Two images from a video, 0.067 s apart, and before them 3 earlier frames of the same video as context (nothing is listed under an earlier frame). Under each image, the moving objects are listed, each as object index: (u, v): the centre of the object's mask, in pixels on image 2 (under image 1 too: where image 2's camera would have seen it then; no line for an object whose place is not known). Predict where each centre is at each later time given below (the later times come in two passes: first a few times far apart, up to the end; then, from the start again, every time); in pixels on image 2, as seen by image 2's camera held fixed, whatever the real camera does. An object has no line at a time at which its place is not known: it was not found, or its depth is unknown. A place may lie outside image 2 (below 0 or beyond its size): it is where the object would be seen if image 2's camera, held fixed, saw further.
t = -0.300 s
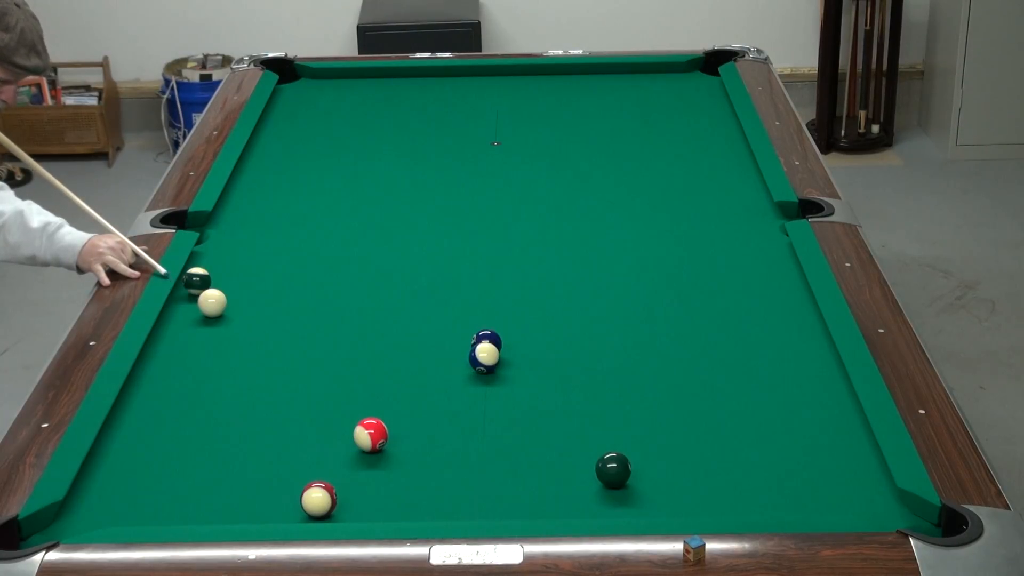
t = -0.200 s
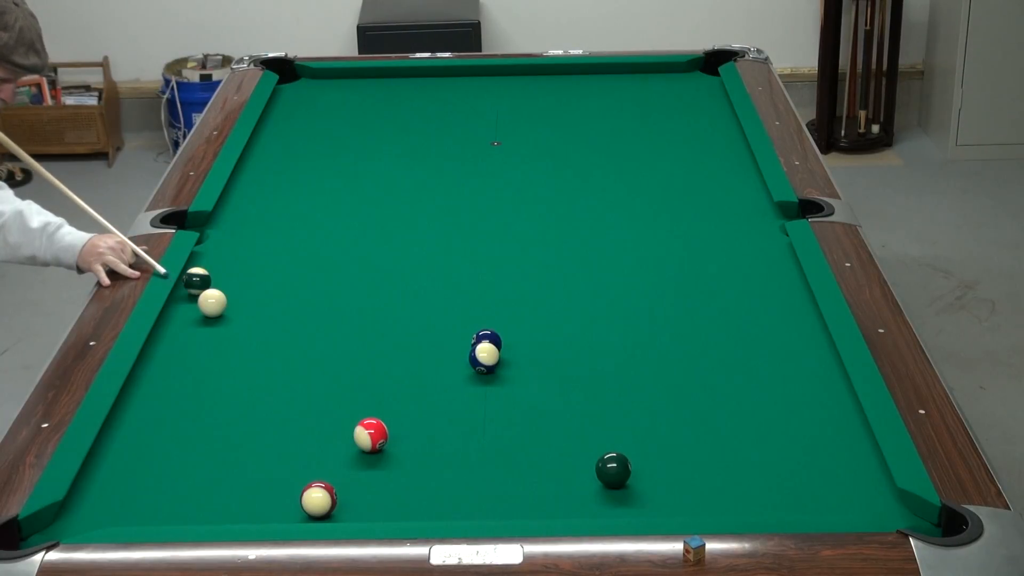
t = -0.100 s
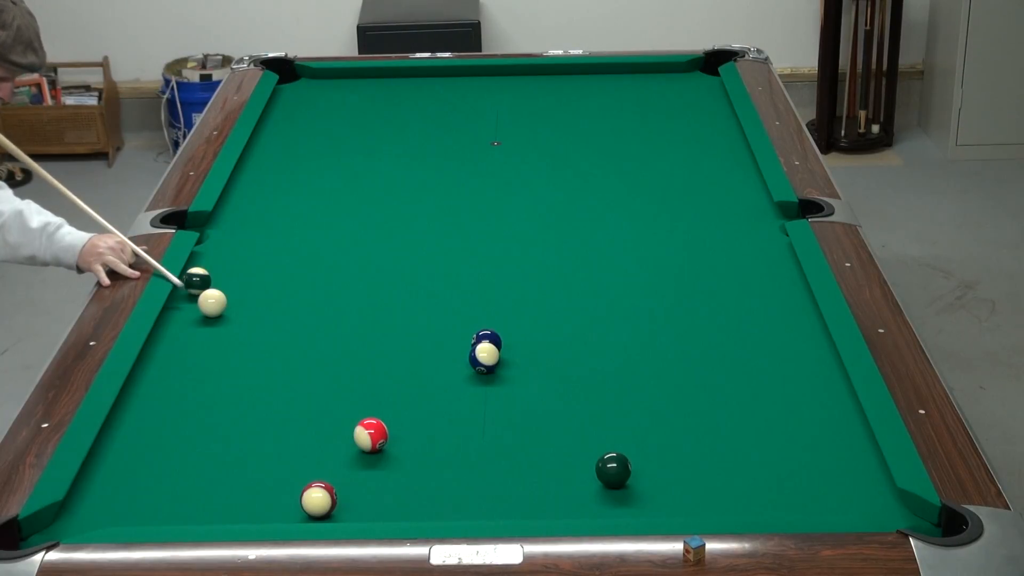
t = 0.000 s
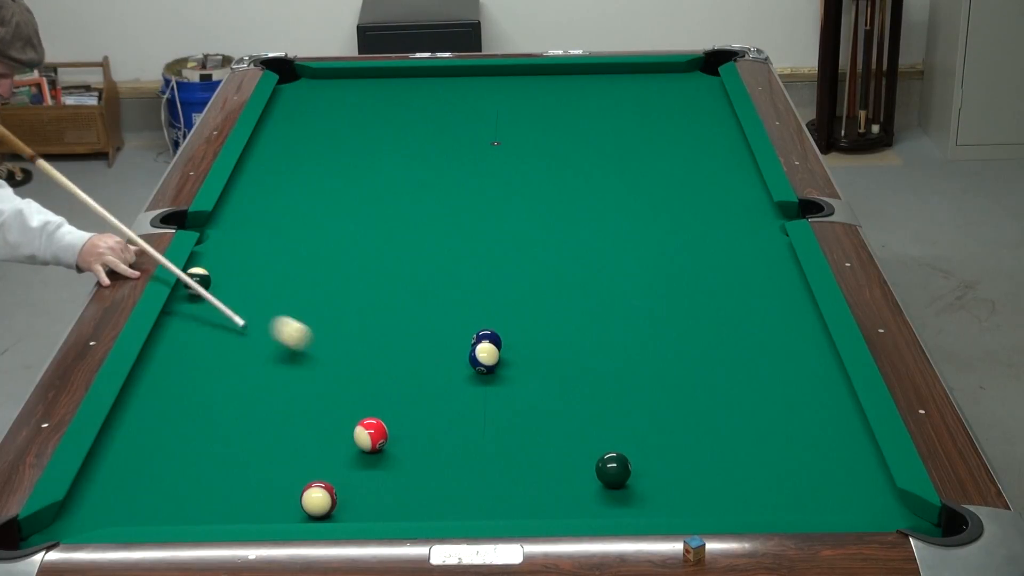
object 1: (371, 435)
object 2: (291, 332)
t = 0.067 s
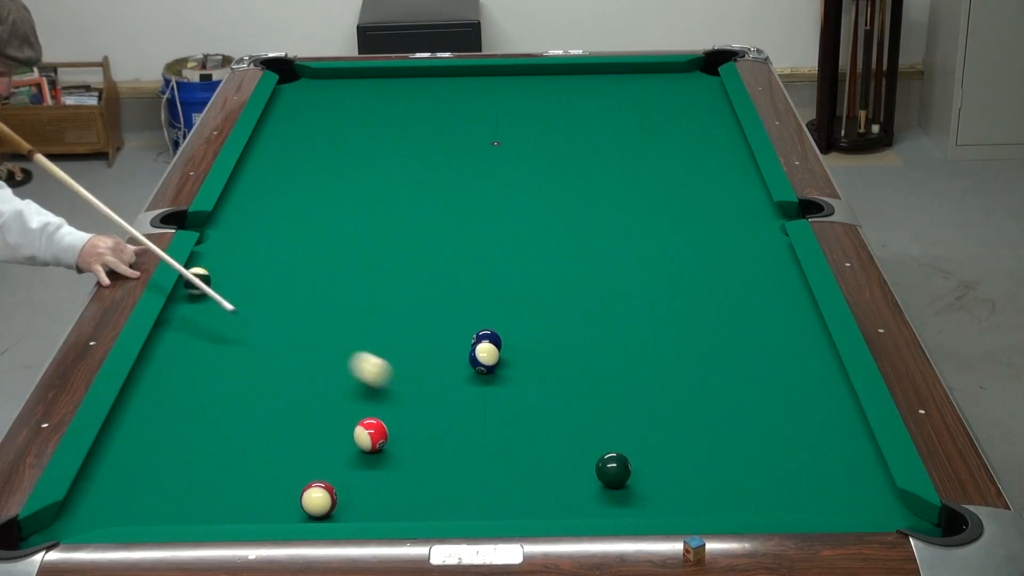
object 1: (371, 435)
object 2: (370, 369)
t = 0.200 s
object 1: (371, 435)
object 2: (544, 448)
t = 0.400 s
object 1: (371, 435)
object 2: (542, 509)
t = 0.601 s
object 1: (371, 435)
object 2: (477, 486)
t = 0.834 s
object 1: (371, 435)
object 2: (408, 457)
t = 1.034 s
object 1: (350, 423)
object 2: (376, 448)
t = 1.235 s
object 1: (326, 408)
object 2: (356, 445)
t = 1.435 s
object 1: (302, 394)
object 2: (339, 443)
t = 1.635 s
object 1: (281, 381)
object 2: (323, 441)
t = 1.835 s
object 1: (262, 370)
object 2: (309, 440)
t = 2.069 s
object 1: (241, 357)
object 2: (295, 438)
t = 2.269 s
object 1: (225, 347)
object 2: (285, 437)
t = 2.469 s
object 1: (210, 338)
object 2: (277, 436)
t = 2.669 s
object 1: (197, 330)
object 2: (270, 436)
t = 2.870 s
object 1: (184, 322)
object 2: (266, 435)
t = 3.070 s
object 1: (175, 315)
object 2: (263, 435)
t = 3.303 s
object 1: (185, 310)
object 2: (264, 435)
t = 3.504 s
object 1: (193, 305)
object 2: (264, 435)
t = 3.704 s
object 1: (199, 301)
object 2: (264, 435)
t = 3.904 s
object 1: (204, 298)
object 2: (264, 435)
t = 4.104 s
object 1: (206, 296)
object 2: (265, 435)
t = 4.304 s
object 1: (208, 294)
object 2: (264, 435)
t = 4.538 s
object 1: (208, 293)
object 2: (265, 435)
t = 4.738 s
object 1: (208, 293)
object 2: (264, 435)
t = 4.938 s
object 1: (208, 293)
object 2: (264, 435)
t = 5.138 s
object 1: (209, 293)
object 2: (264, 435)
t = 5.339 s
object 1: (209, 293)
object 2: (264, 435)
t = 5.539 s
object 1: (209, 293)
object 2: (264, 435)
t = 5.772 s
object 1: (209, 294)
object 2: (264, 435)
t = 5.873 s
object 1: (209, 294)
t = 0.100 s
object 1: (371, 435)
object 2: (412, 388)
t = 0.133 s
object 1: (371, 435)
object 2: (455, 408)
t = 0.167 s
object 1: (371, 435)
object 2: (499, 428)
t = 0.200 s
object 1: (371, 435)
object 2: (544, 448)
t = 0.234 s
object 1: (371, 435)
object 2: (577, 466)
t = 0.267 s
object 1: (371, 435)
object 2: (571, 479)
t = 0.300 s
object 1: (371, 435)
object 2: (565, 491)
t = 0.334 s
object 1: (371, 435)
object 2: (558, 501)
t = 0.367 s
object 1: (371, 435)
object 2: (551, 508)
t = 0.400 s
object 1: (371, 435)
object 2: (542, 509)
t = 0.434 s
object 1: (371, 435)
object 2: (531, 506)
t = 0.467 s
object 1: (371, 435)
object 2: (520, 503)
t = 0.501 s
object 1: (371, 435)
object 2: (509, 499)
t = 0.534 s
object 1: (371, 435)
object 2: (498, 495)
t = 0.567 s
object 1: (371, 435)
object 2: (487, 491)
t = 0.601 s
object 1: (371, 435)
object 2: (477, 486)
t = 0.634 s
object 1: (371, 435)
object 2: (466, 482)
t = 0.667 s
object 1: (371, 435)
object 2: (456, 477)
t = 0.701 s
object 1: (371, 435)
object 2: (446, 473)
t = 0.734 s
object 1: (371, 435)
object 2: (436, 469)
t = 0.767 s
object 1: (371, 435)
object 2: (427, 465)
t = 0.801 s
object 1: (371, 435)
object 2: (417, 461)
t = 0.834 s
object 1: (371, 435)
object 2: (408, 457)
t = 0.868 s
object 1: (370, 435)
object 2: (398, 453)
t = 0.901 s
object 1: (368, 433)
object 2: (389, 449)
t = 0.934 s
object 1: (363, 430)
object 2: (386, 449)
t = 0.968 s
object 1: (358, 427)
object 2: (383, 449)
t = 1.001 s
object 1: (354, 425)
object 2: (380, 448)
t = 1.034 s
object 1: (350, 423)
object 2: (376, 448)
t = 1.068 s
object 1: (346, 420)
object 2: (373, 447)
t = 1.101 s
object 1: (342, 417)
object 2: (369, 447)
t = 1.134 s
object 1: (338, 415)
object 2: (366, 447)
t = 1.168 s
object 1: (334, 412)
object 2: (363, 446)
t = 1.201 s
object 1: (330, 410)
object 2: (360, 446)
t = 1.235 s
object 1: (326, 408)
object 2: (356, 445)
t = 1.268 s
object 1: (322, 405)
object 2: (353, 445)
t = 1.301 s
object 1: (318, 403)
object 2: (350, 444)
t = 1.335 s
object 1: (314, 401)
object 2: (347, 444)
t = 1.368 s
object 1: (310, 398)
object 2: (344, 444)
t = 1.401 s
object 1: (306, 396)
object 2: (341, 444)
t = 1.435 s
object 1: (302, 394)
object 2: (339, 443)
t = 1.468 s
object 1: (299, 392)
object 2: (336, 443)
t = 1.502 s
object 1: (295, 390)
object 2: (333, 443)
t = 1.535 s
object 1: (291, 387)
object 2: (331, 442)
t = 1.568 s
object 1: (288, 385)
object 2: (328, 442)
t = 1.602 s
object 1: (285, 383)
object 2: (325, 442)
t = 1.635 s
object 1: (281, 381)
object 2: (323, 441)
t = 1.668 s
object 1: (278, 379)
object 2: (320, 441)
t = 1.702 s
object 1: (274, 377)
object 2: (318, 441)
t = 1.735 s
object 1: (271, 375)
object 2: (315, 441)
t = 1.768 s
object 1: (268, 373)
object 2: (313, 440)
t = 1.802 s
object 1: (265, 371)
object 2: (311, 440)
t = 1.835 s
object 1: (262, 370)
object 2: (309, 440)
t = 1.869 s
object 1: (259, 368)
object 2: (307, 440)
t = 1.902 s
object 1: (256, 366)
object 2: (304, 440)
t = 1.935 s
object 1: (253, 364)
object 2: (302, 439)
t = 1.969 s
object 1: (249, 362)
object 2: (300, 439)
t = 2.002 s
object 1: (246, 360)
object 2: (299, 439)
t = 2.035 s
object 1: (244, 359)
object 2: (297, 438)
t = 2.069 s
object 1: (241, 357)
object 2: (295, 438)
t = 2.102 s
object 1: (238, 356)
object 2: (293, 438)
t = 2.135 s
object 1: (235, 354)
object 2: (291, 438)
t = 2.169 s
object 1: (233, 352)
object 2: (290, 438)
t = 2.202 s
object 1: (230, 351)
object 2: (288, 437)
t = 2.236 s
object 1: (227, 349)
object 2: (286, 437)
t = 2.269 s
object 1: (225, 347)
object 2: (285, 437)
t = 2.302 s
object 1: (222, 346)
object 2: (283, 437)
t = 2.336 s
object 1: (220, 344)
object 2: (282, 437)
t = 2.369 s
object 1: (218, 342)
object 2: (281, 436)
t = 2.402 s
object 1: (215, 341)
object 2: (279, 436)
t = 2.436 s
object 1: (213, 340)
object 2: (278, 436)
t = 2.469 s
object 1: (210, 338)
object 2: (277, 436)
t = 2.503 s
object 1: (208, 337)
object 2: (276, 436)
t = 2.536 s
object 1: (206, 335)
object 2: (274, 436)
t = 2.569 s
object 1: (203, 334)
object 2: (273, 436)
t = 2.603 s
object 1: (201, 332)
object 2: (272, 436)
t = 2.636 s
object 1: (199, 331)
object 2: (271, 436)
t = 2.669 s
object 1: (197, 330)
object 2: (270, 436)
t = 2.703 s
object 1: (195, 328)
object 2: (269, 436)
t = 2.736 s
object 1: (193, 327)
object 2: (268, 436)
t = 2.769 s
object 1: (191, 326)
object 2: (268, 435)
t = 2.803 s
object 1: (188, 324)
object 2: (267, 435)
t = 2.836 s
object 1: (186, 323)
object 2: (266, 435)
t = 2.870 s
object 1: (184, 322)
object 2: (266, 435)
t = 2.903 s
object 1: (182, 321)
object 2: (265, 435)
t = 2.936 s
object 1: (181, 320)
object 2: (265, 435)
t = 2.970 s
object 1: (179, 318)
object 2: (264, 435)
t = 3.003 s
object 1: (177, 317)
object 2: (264, 435)
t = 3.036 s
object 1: (175, 316)
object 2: (264, 435)
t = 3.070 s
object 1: (175, 315)
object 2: (263, 435)
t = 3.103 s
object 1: (176, 314)
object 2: (263, 435)
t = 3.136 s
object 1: (178, 313)
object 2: (263, 435)
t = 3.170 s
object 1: (180, 312)
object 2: (263, 435)
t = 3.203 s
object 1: (181, 311)
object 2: (263, 435)
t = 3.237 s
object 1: (183, 311)
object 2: (263, 435)
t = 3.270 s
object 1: (184, 310)
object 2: (263, 435)
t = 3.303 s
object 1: (185, 310)
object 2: (264, 435)
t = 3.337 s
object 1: (187, 309)
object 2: (264, 435)
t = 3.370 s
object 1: (188, 308)
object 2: (264, 435)
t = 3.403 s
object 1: (190, 307)
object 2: (264, 435)
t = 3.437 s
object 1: (191, 307)
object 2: (264, 435)
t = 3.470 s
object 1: (192, 306)
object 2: (264, 435)
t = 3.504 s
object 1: (193, 305)
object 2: (264, 435)
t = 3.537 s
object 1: (194, 304)
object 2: (264, 435)
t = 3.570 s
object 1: (195, 304)
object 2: (264, 435)
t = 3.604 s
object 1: (196, 303)
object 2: (264, 435)
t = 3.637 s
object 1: (197, 303)
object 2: (264, 435)
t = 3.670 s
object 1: (198, 302)
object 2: (264, 435)
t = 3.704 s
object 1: (199, 301)
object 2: (264, 435)
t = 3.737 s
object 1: (200, 301)
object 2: (264, 435)
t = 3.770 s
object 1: (201, 300)
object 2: (264, 435)
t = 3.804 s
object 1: (202, 300)
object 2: (264, 435)
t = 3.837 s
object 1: (203, 299)
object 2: (264, 435)
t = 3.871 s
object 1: (203, 299)
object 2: (264, 435)
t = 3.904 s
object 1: (204, 298)
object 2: (264, 435)
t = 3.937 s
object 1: (205, 298)
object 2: (264, 435)
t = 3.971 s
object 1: (205, 297)
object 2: (264, 435)
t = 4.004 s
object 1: (205, 297)
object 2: (264, 435)
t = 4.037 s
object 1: (206, 296)
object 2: (265, 435)
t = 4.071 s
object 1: (206, 296)
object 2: (264, 435)
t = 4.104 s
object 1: (206, 296)
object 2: (265, 435)
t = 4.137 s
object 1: (207, 295)
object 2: (265, 435)
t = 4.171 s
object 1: (207, 295)
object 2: (265, 435)
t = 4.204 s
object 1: (207, 295)
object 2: (264, 435)
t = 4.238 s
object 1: (207, 295)
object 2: (265, 435)
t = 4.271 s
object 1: (208, 294)
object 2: (265, 435)
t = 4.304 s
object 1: (208, 294)
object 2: (264, 435)
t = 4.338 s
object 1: (208, 294)
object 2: (264, 435)
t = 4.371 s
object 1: (208, 294)
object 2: (264, 435)
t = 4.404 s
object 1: (208, 294)
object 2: (265, 435)
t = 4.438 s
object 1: (208, 293)
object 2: (264, 435)
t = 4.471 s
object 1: (208, 293)
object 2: (265, 435)
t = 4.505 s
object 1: (208, 293)
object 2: (264, 435)
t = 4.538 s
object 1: (208, 293)
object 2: (265, 435)
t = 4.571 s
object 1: (208, 293)
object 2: (265, 435)
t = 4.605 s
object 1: (208, 293)
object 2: (264, 435)
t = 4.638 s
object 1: (208, 293)
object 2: (264, 435)
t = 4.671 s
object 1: (208, 293)
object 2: (264, 435)
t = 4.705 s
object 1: (208, 293)
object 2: (264, 435)
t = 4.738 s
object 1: (208, 293)
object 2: (264, 435)
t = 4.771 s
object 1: (208, 293)
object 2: (264, 435)
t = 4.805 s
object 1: (208, 293)
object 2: (264, 435)
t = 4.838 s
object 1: (208, 293)
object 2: (264, 435)
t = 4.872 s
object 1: (208, 293)
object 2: (264, 435)
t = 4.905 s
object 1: (208, 293)
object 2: (264, 435)
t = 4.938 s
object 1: (208, 293)
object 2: (264, 435)
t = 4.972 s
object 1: (208, 293)
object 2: (264, 435)
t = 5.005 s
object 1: (208, 293)
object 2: (264, 435)
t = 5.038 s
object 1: (208, 293)
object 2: (264, 435)
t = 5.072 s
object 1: (209, 293)
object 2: (264, 435)
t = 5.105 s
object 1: (209, 293)
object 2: (264, 435)
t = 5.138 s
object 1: (209, 293)
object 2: (264, 435)
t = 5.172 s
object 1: (208, 293)
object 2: (264, 435)
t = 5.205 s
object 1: (208, 293)
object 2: (264, 435)
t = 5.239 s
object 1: (208, 293)
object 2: (264, 435)
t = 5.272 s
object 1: (208, 293)
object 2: (264, 435)
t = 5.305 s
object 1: (208, 293)
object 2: (264, 435)
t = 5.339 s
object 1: (209, 293)
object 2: (264, 435)
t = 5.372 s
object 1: (209, 293)
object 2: (264, 435)
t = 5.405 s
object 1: (209, 294)
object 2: (264, 435)
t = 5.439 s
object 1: (209, 294)
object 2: (264, 435)
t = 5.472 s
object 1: (209, 294)
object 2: (264, 435)
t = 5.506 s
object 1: (209, 294)
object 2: (264, 435)
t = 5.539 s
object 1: (209, 293)
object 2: (264, 435)
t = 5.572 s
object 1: (209, 294)
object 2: (264, 435)
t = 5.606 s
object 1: (208, 294)
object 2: (264, 435)
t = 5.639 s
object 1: (209, 294)
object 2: (264, 435)
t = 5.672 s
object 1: (208, 294)
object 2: (264, 435)
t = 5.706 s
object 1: (208, 294)
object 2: (264, 435)
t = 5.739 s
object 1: (209, 294)
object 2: (264, 435)
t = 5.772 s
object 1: (209, 294)
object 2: (264, 435)
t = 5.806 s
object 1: (209, 294)
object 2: (264, 435)
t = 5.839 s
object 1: (209, 294)
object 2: (264, 435)
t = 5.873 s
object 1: (209, 294)
